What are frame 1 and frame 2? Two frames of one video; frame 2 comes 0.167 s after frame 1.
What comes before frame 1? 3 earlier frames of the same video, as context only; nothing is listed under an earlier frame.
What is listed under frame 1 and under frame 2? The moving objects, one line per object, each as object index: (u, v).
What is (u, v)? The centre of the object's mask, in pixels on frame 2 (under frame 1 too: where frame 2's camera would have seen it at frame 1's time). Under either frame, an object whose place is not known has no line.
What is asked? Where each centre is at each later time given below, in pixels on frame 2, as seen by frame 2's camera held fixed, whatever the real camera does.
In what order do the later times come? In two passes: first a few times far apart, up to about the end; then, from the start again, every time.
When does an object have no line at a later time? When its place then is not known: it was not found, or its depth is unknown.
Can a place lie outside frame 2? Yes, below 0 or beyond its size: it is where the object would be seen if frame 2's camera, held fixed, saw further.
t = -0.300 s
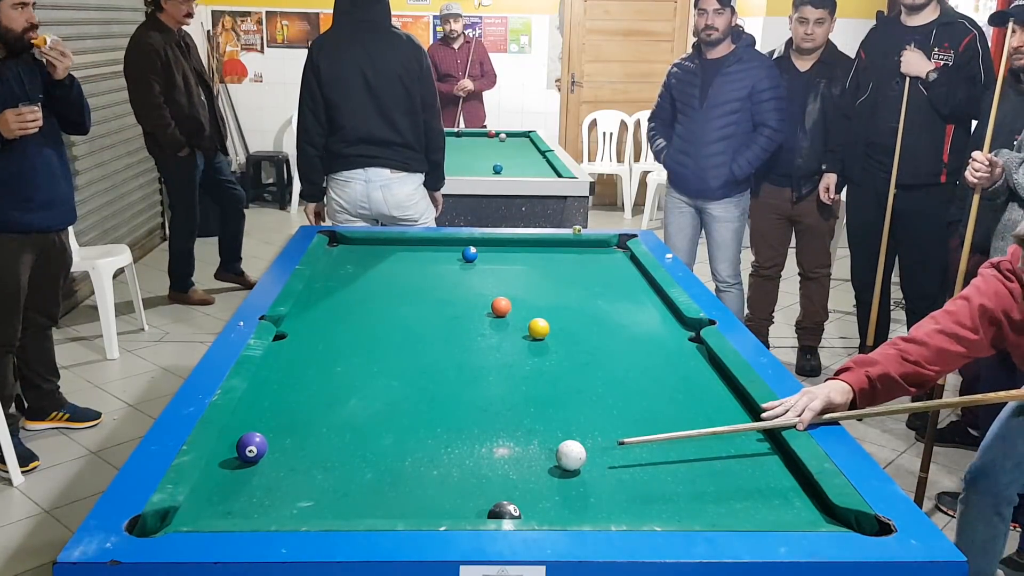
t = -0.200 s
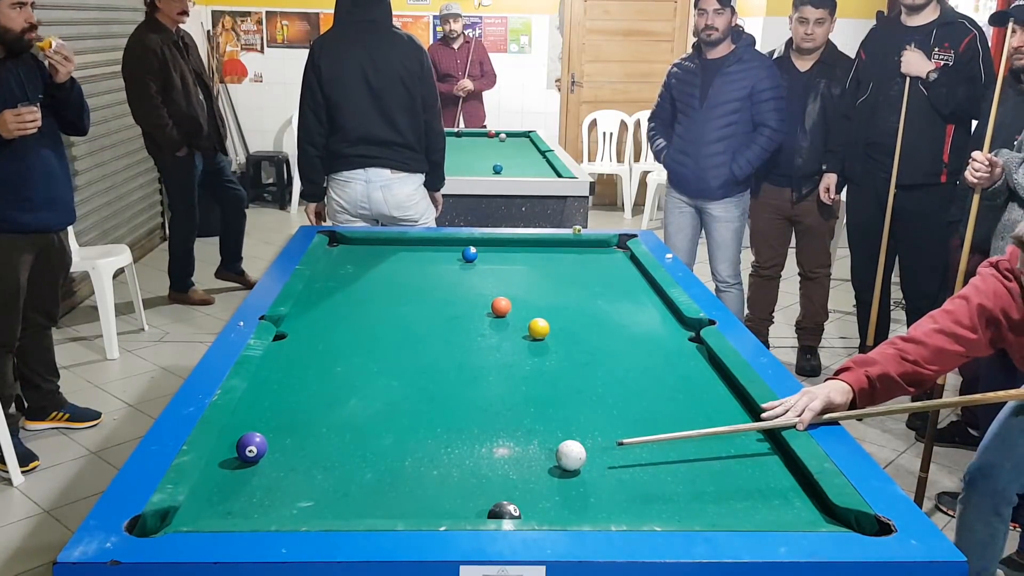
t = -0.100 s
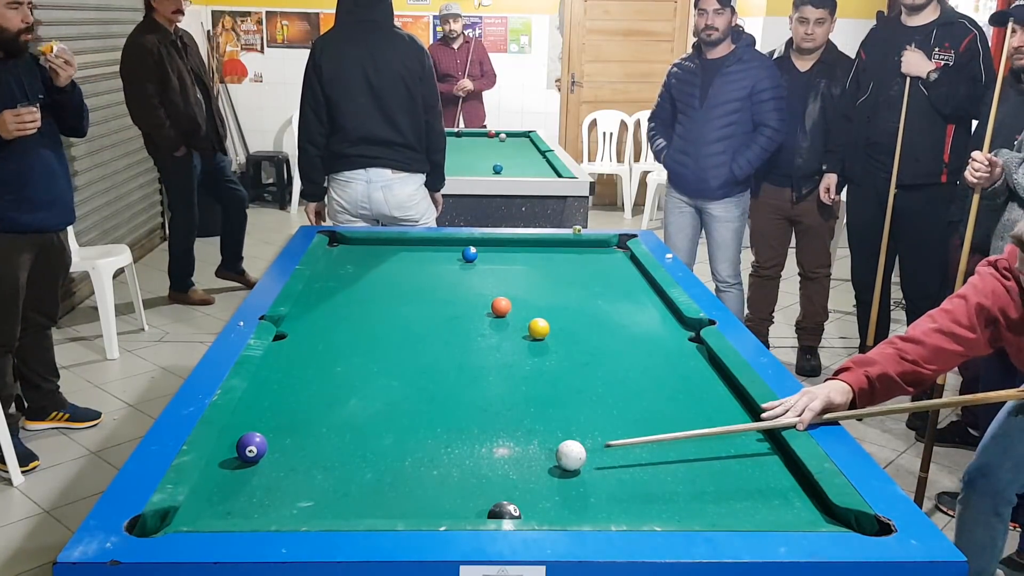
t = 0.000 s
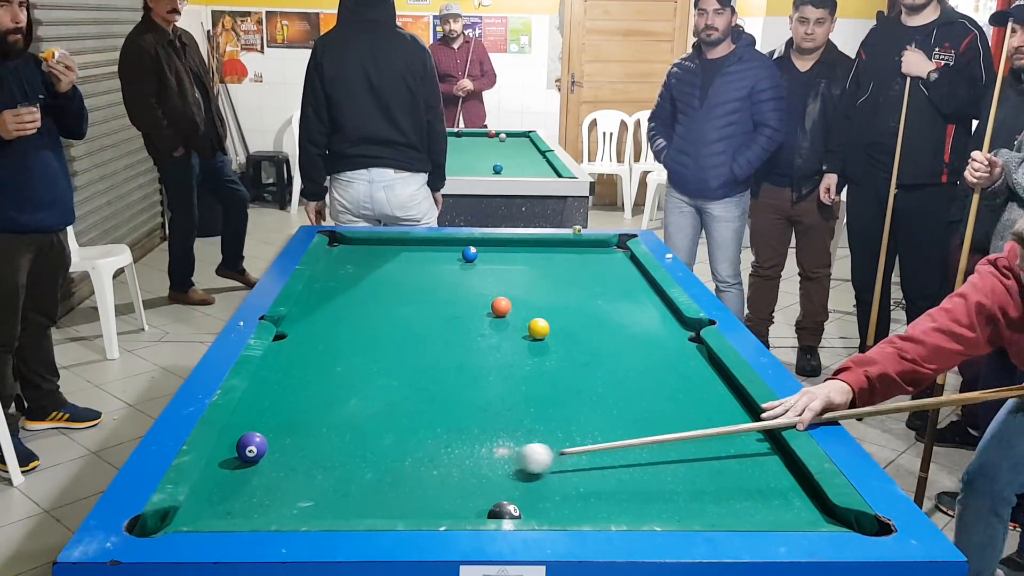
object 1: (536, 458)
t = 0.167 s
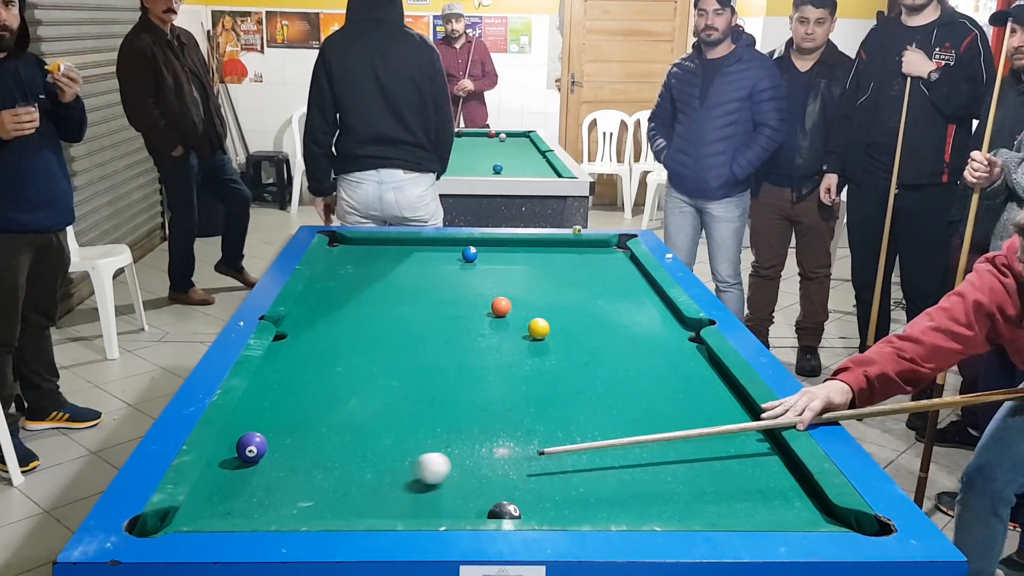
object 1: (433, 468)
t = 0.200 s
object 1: (412, 470)
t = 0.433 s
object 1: (258, 486)
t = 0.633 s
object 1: (264, 496)
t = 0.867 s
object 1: (368, 503)
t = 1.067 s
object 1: (456, 507)
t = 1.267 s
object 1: (491, 505)
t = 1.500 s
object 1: (519, 501)
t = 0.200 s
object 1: (412, 470)
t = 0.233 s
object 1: (391, 472)
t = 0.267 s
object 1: (369, 475)
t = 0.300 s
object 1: (348, 477)
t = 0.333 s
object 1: (326, 479)
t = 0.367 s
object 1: (303, 482)
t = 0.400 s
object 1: (281, 484)
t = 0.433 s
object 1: (258, 486)
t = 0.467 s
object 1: (236, 488)
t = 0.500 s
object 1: (213, 491)
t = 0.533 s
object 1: (219, 493)
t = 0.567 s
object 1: (233, 494)
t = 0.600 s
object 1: (249, 495)
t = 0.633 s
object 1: (264, 496)
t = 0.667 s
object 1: (279, 497)
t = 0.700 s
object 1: (294, 498)
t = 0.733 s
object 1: (309, 499)
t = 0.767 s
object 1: (324, 500)
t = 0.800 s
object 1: (339, 501)
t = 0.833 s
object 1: (353, 502)
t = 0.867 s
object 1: (368, 503)
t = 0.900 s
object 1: (383, 503)
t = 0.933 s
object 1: (398, 504)
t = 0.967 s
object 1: (412, 505)
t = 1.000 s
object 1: (427, 505)
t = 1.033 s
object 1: (442, 506)
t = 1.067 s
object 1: (456, 507)
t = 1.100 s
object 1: (470, 507)
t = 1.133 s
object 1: (474, 507)
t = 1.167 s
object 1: (478, 506)
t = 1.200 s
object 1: (483, 506)
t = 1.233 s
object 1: (487, 505)
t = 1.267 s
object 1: (491, 505)
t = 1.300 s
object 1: (495, 504)
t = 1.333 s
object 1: (499, 504)
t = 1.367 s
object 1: (503, 503)
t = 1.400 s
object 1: (507, 503)
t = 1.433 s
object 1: (511, 502)
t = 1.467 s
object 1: (515, 502)
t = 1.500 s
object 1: (519, 501)
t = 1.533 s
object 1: (522, 500)
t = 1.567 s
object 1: (526, 500)
